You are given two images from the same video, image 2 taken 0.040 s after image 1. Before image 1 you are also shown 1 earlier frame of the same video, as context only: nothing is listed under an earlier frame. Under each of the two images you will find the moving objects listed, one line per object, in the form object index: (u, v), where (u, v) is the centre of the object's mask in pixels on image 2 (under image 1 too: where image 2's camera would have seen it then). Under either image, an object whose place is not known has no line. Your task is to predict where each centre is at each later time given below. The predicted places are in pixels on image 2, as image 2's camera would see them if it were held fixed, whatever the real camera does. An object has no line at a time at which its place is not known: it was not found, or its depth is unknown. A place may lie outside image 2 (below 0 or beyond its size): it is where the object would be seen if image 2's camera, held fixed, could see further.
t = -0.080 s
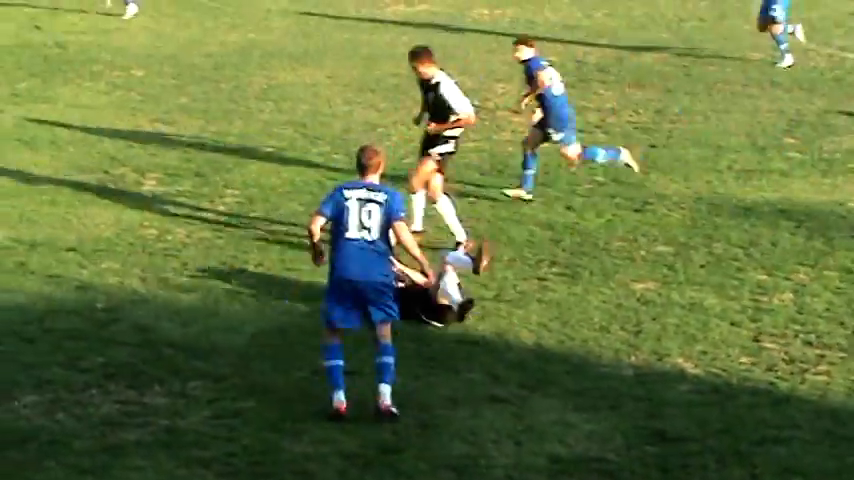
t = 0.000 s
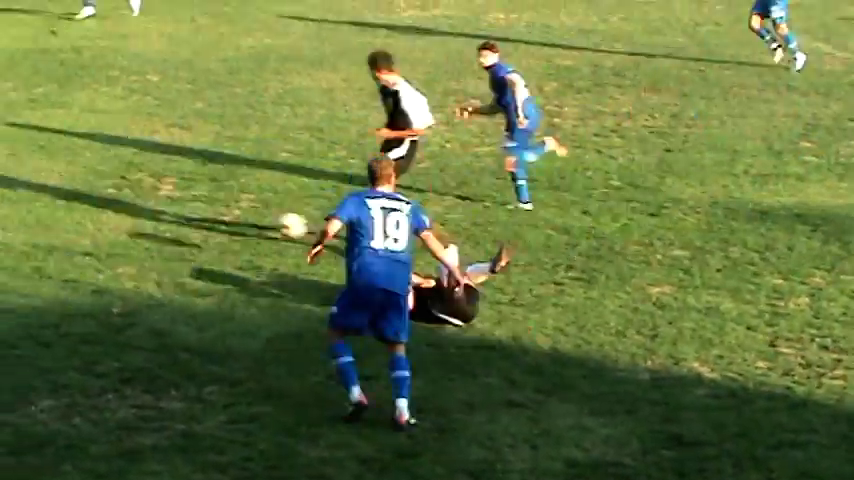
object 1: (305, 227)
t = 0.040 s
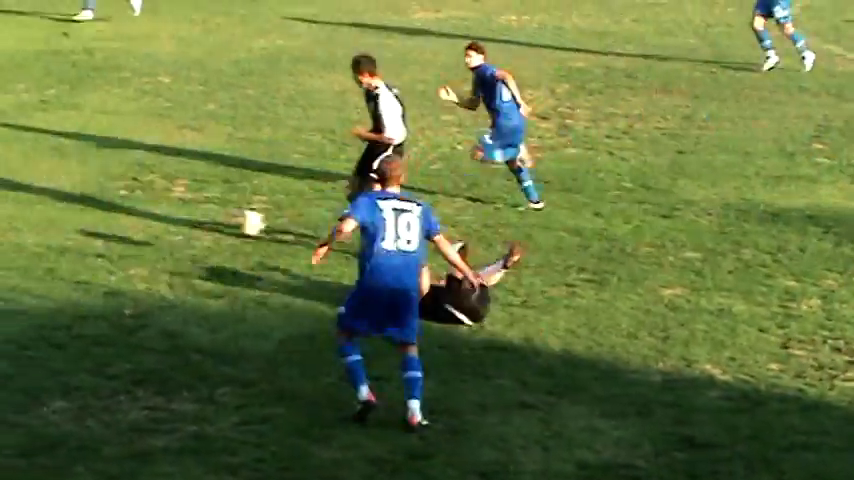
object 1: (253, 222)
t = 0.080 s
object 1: (198, 220)
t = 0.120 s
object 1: (145, 221)
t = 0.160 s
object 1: (93, 222)
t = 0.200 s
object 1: (40, 224)
